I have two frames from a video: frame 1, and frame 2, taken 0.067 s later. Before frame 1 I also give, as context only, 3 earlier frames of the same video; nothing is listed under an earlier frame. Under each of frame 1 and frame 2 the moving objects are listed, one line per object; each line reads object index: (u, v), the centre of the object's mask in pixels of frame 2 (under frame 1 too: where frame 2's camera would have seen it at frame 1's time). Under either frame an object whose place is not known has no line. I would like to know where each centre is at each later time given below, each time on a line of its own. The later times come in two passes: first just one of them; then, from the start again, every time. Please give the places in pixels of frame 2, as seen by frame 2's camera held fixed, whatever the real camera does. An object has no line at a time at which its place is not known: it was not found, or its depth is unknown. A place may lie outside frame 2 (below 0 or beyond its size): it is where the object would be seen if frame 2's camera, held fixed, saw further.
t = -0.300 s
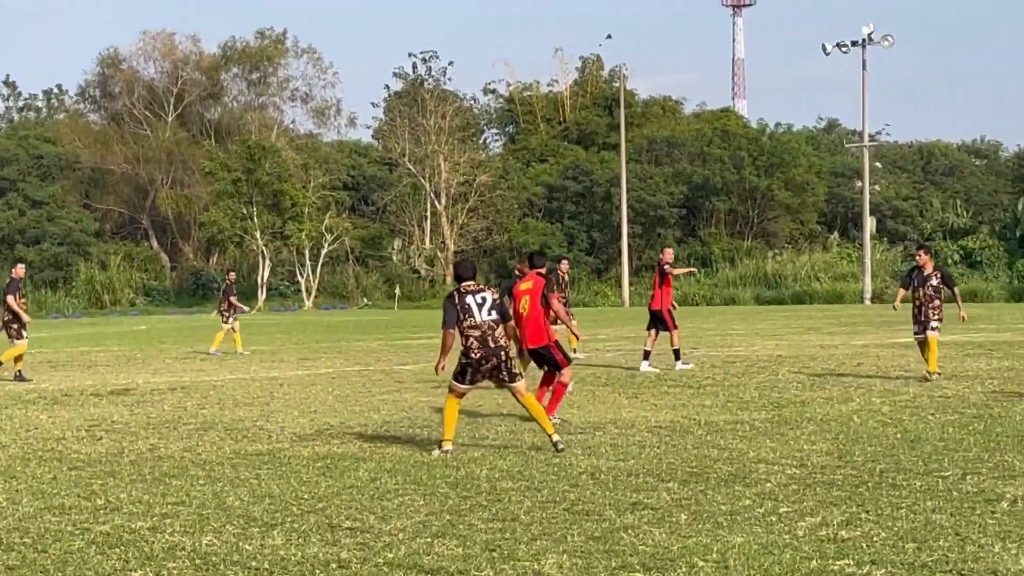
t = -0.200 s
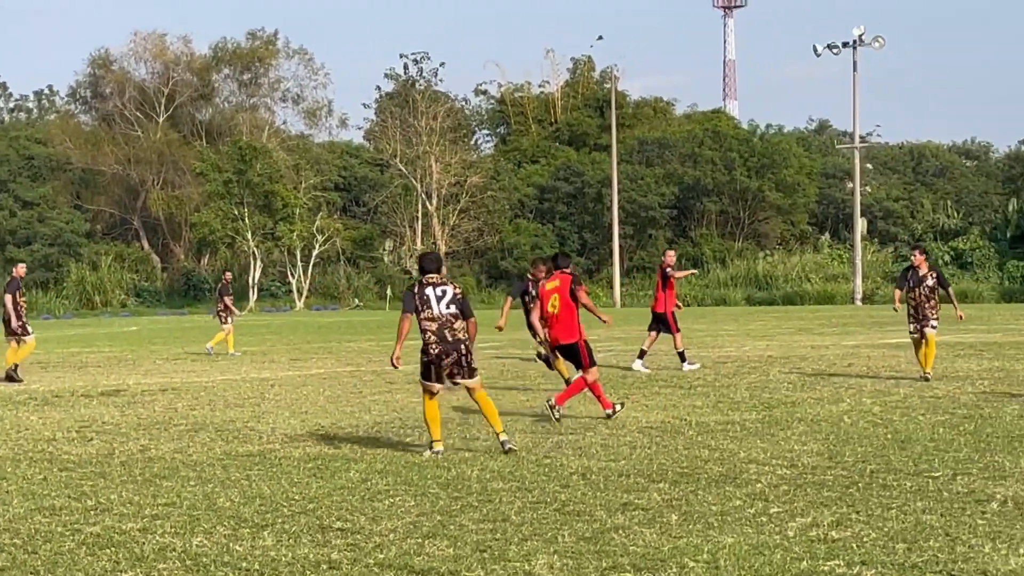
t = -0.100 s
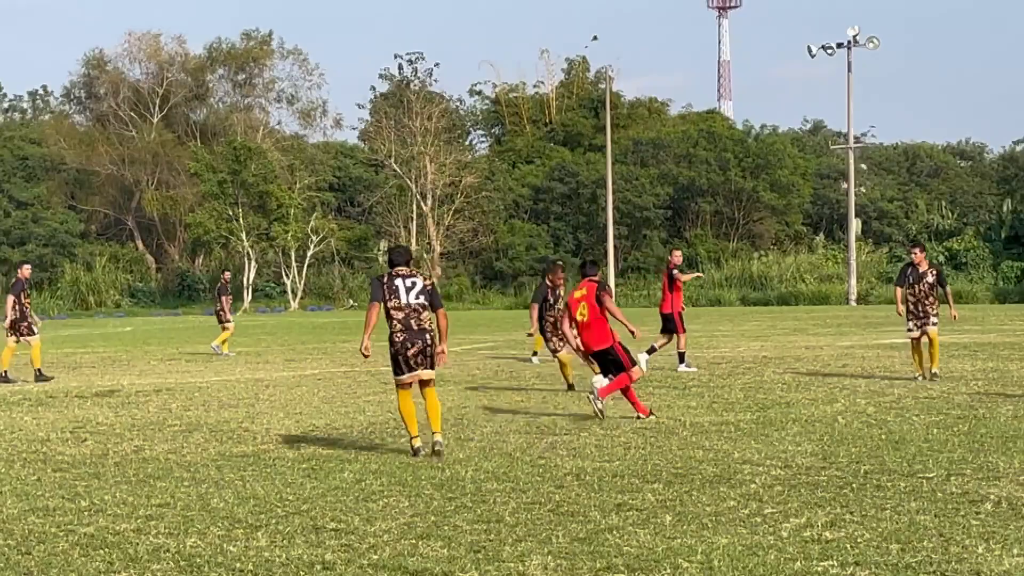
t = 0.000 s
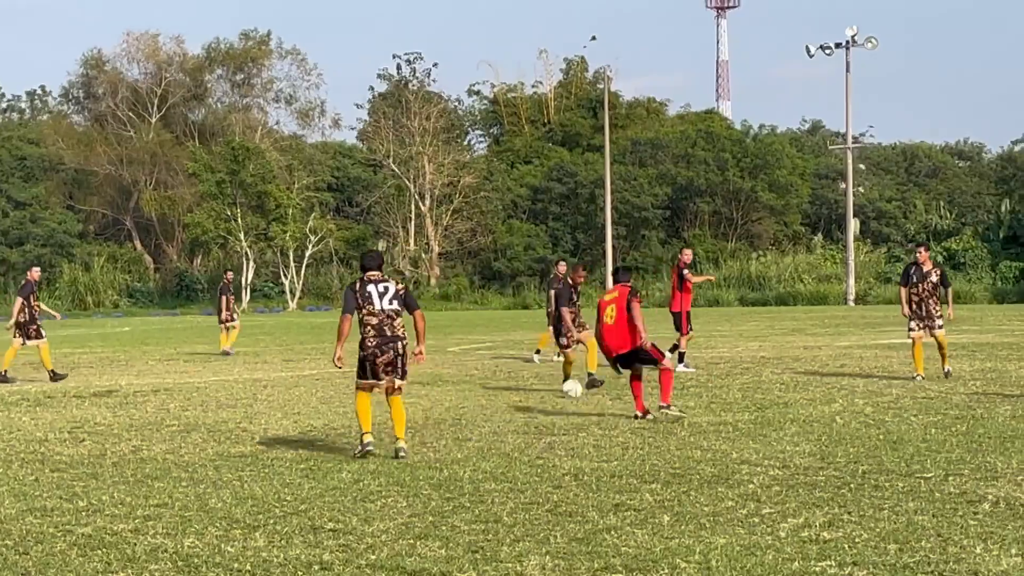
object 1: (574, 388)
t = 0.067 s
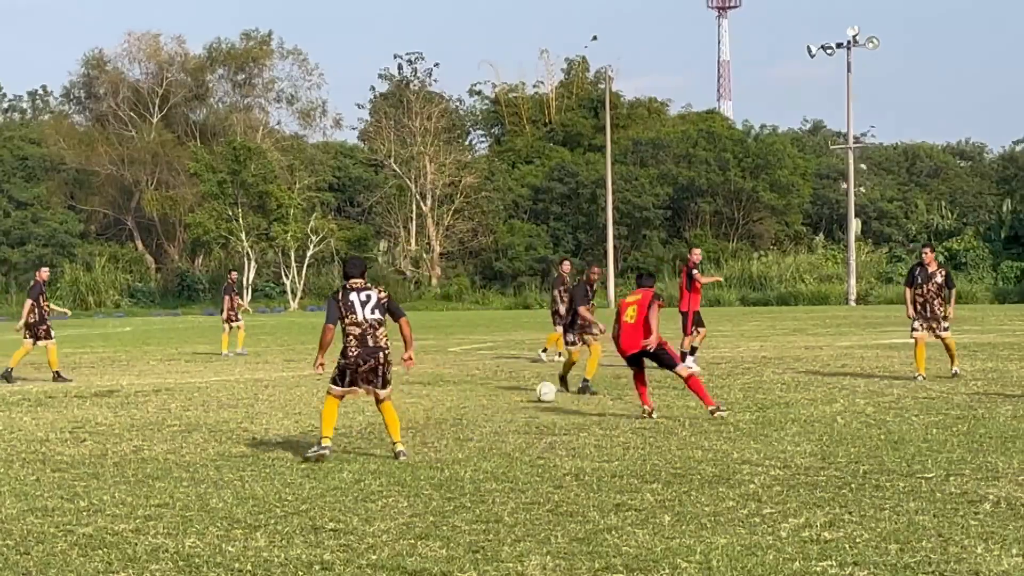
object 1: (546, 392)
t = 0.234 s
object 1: (474, 404)
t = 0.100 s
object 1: (532, 394)
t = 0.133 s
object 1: (518, 397)
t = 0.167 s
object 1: (504, 400)
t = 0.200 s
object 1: (489, 402)
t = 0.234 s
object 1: (474, 404)
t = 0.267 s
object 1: (460, 406)
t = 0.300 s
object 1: (444, 409)
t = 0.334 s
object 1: (429, 412)
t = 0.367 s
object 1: (415, 413)
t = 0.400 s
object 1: (400, 415)
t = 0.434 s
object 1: (384, 419)
